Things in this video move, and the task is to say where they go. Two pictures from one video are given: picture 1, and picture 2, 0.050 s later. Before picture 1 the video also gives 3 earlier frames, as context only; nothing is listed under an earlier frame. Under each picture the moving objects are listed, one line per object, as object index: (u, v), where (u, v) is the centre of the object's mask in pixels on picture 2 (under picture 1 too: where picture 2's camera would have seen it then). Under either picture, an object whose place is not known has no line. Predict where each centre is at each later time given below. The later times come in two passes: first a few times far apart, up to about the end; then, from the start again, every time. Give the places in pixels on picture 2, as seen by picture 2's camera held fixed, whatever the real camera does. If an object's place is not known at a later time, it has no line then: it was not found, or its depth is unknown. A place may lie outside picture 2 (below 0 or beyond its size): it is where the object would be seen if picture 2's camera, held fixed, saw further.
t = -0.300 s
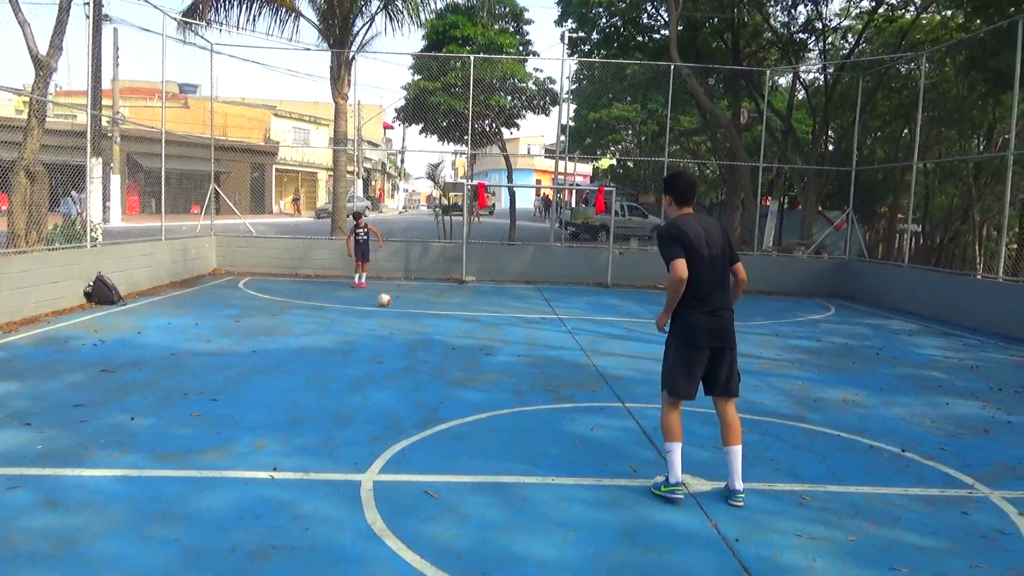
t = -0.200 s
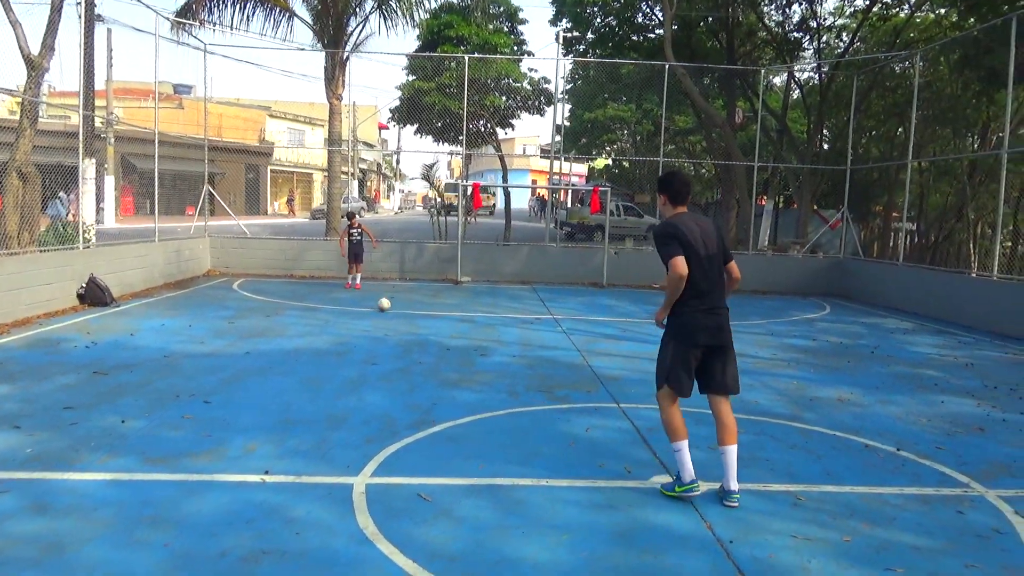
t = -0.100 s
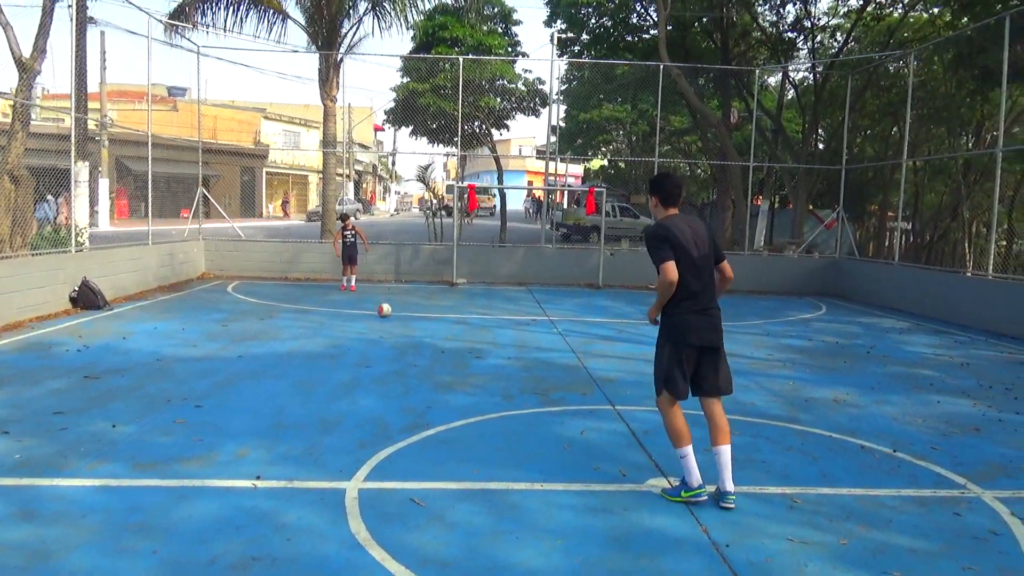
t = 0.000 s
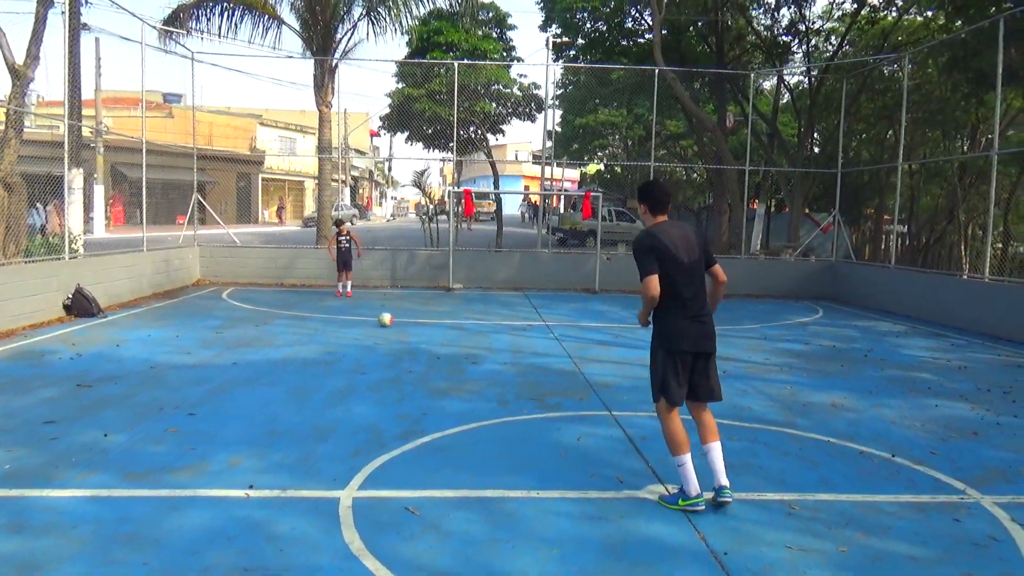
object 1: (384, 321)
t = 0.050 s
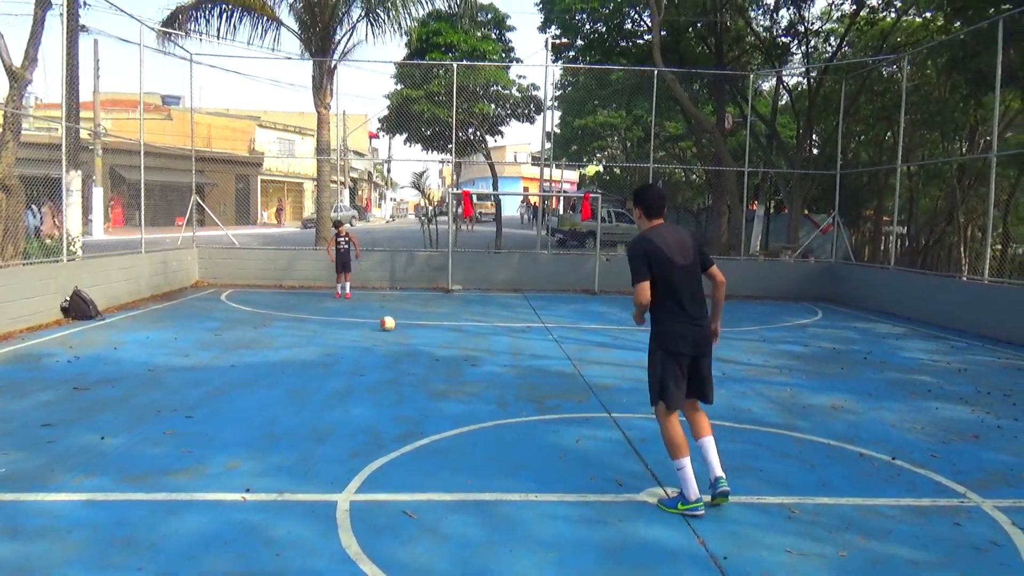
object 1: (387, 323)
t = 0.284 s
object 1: (403, 333)
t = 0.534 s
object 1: (420, 346)
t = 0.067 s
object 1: (389, 324)
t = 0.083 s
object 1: (390, 325)
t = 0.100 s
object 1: (391, 325)
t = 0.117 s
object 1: (392, 326)
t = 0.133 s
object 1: (393, 326)
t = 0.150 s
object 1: (393, 328)
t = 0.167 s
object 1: (394, 328)
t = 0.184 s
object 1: (396, 329)
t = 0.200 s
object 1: (397, 329)
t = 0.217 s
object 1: (398, 330)
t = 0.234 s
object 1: (399, 331)
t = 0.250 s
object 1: (400, 332)
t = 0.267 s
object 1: (401, 332)
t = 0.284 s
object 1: (403, 333)
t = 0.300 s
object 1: (404, 334)
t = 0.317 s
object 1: (405, 335)
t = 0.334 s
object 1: (406, 336)
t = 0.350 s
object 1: (407, 337)
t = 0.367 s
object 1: (408, 337)
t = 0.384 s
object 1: (409, 338)
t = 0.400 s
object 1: (410, 339)
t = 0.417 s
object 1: (412, 339)
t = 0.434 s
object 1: (413, 340)
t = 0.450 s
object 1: (414, 341)
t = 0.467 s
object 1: (415, 342)
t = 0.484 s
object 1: (416, 344)
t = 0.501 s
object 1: (418, 344)
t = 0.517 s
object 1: (419, 345)
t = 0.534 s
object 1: (420, 346)
